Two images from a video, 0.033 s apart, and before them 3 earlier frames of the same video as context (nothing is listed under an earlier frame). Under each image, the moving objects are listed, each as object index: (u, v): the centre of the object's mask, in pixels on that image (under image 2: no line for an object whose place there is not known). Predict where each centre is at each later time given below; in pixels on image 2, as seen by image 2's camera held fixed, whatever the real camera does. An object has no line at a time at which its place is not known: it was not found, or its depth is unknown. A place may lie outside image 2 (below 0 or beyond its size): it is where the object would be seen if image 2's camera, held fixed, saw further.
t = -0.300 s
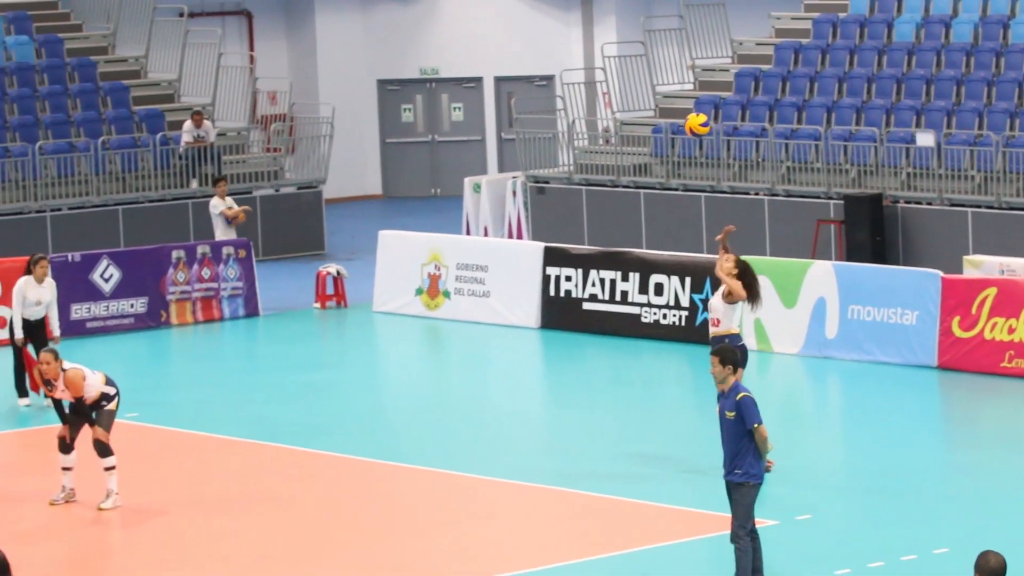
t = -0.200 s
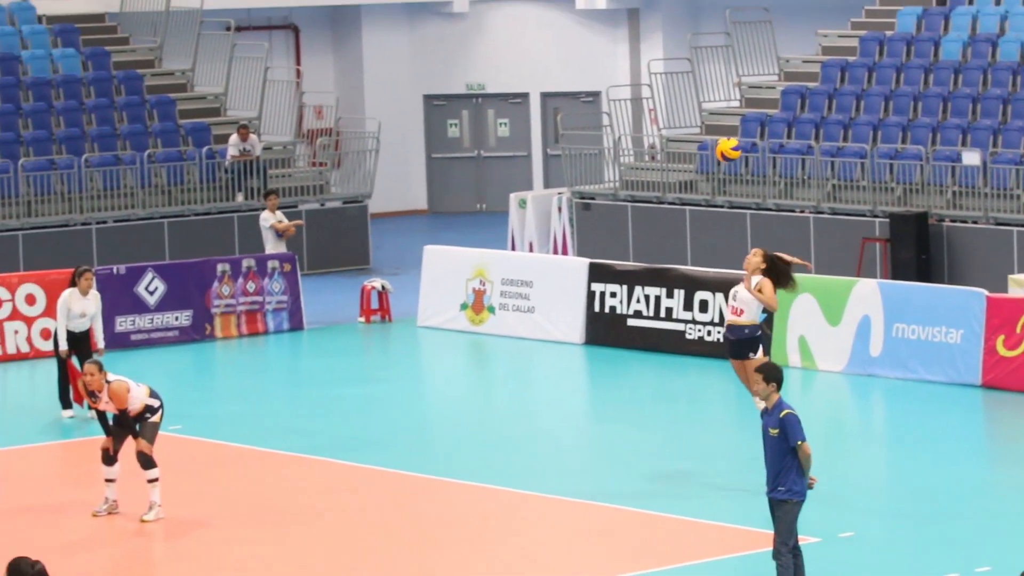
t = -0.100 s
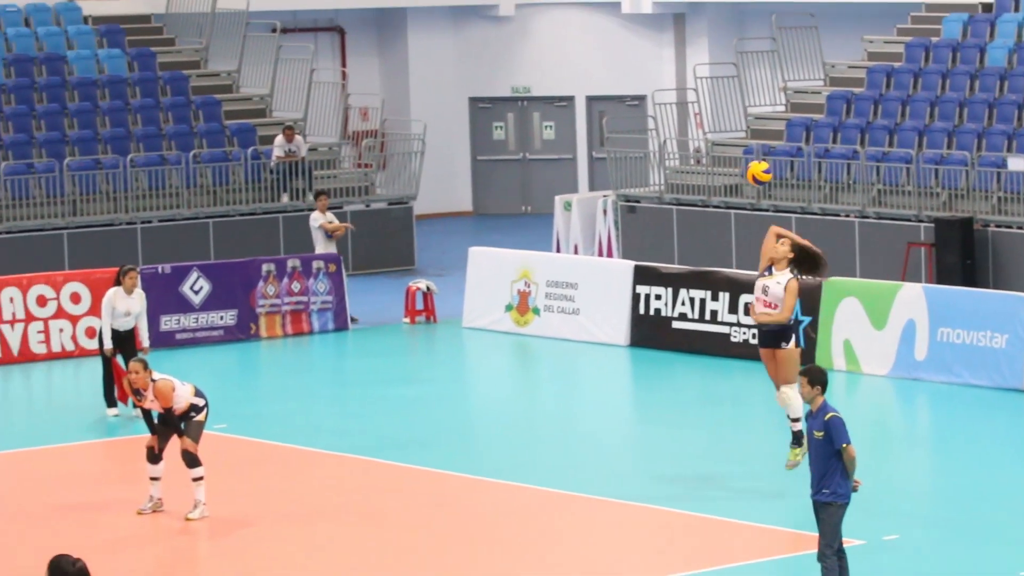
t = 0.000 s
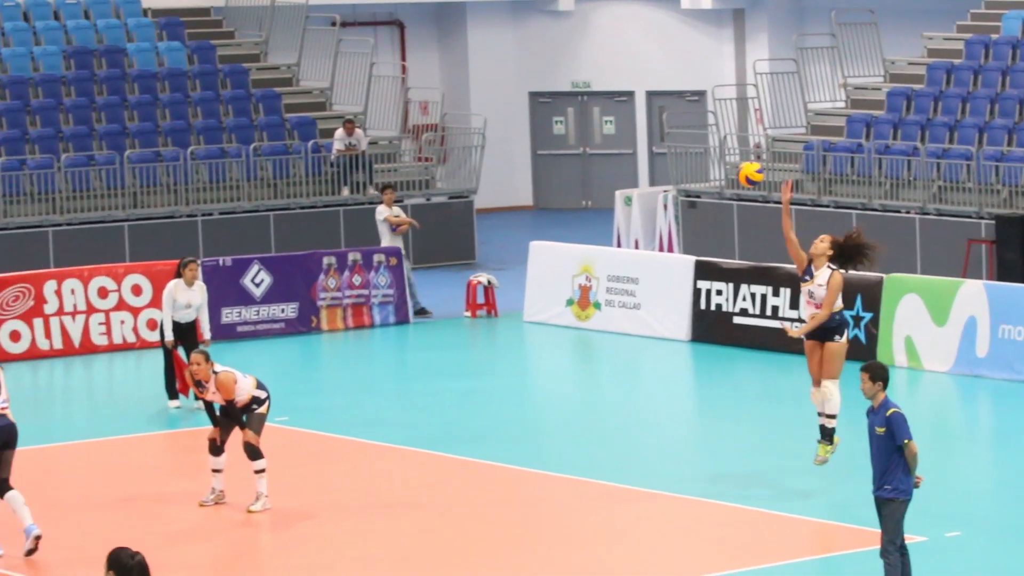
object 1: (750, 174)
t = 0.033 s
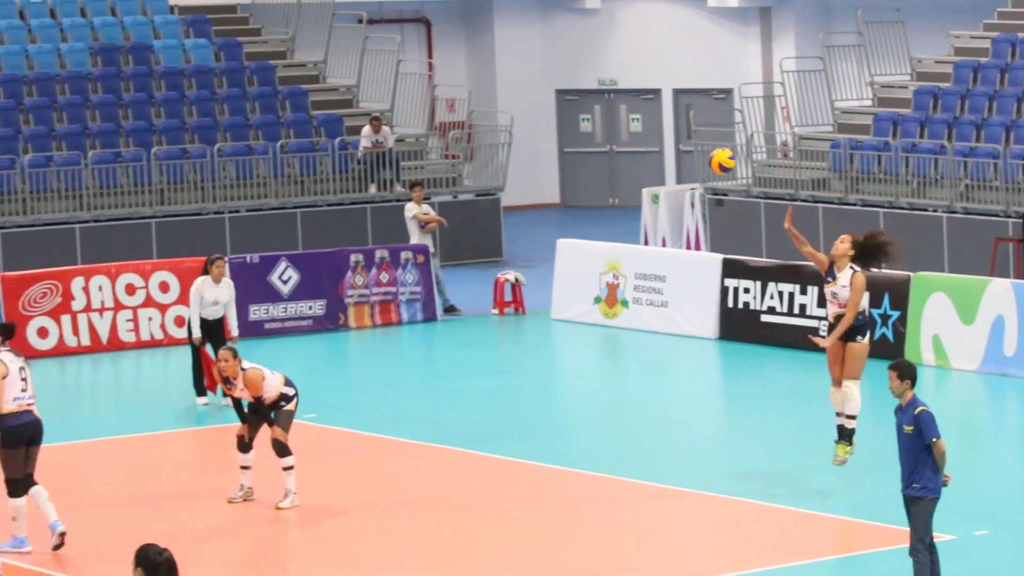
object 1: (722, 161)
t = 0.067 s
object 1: (668, 150)
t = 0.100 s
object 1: (613, 140)
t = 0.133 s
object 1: (558, 130)
